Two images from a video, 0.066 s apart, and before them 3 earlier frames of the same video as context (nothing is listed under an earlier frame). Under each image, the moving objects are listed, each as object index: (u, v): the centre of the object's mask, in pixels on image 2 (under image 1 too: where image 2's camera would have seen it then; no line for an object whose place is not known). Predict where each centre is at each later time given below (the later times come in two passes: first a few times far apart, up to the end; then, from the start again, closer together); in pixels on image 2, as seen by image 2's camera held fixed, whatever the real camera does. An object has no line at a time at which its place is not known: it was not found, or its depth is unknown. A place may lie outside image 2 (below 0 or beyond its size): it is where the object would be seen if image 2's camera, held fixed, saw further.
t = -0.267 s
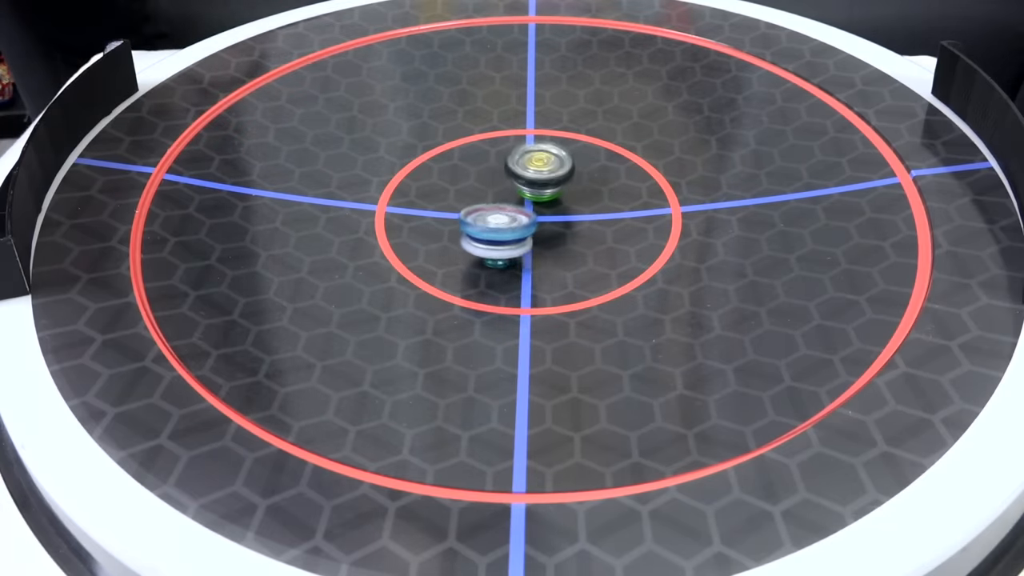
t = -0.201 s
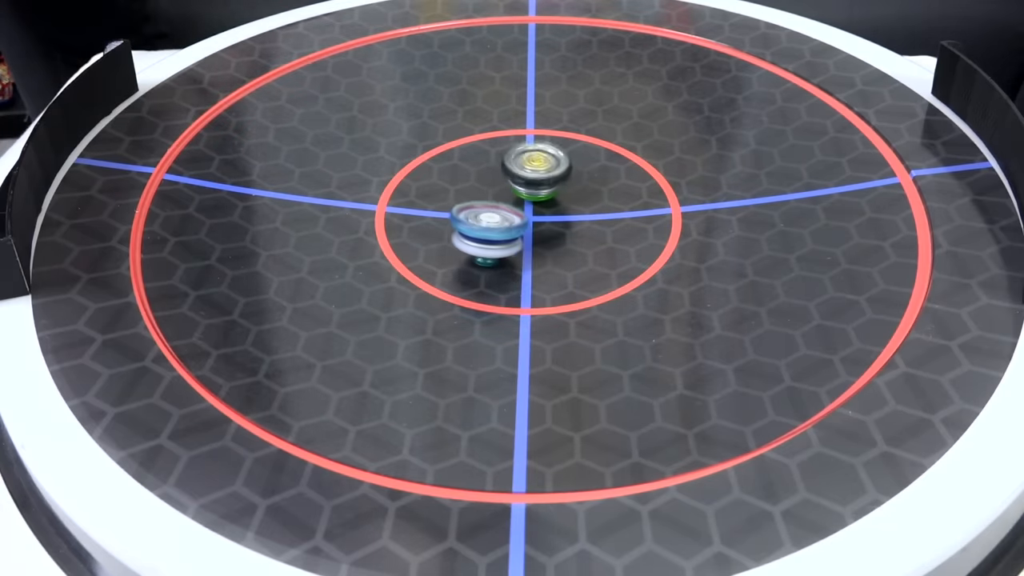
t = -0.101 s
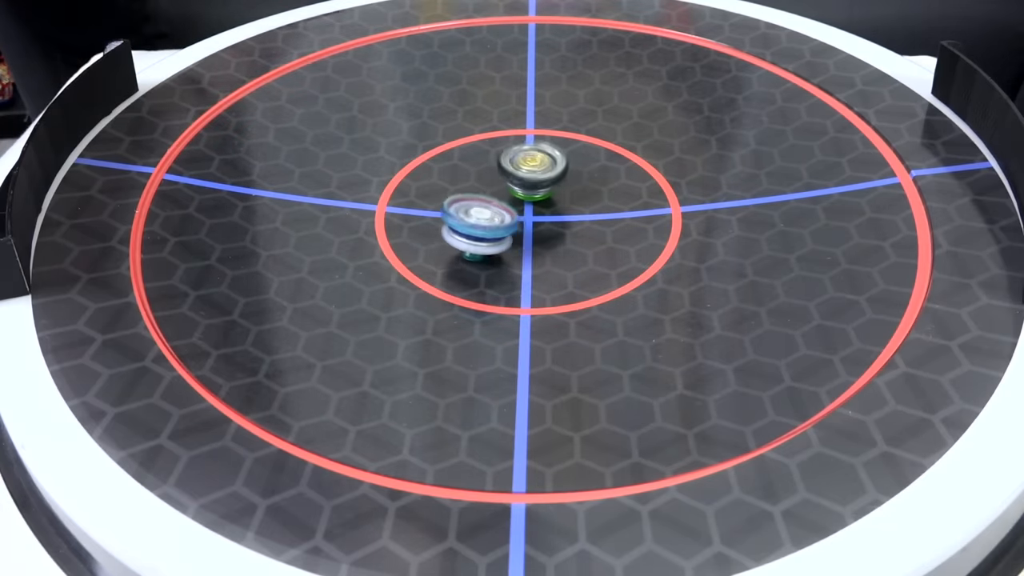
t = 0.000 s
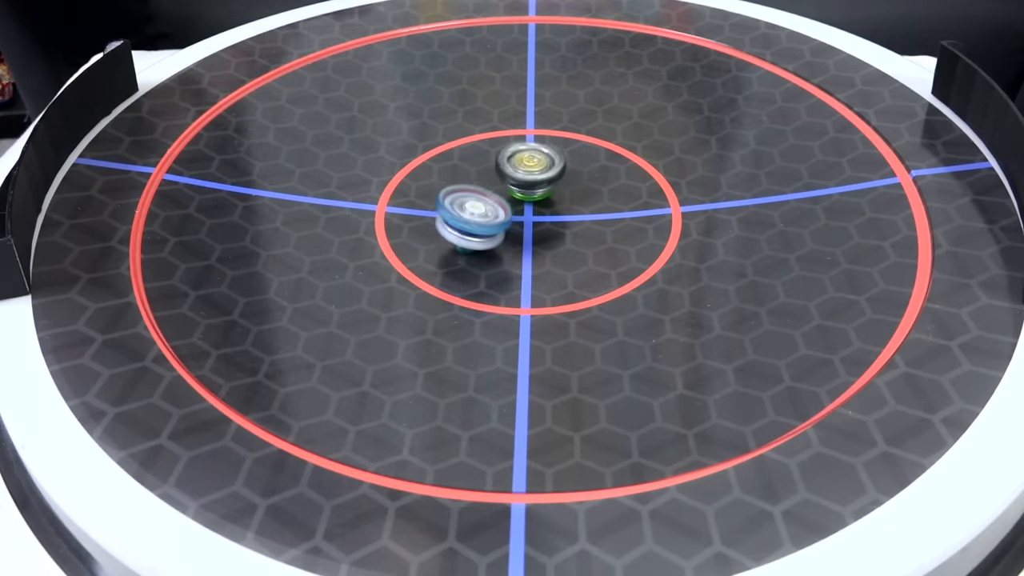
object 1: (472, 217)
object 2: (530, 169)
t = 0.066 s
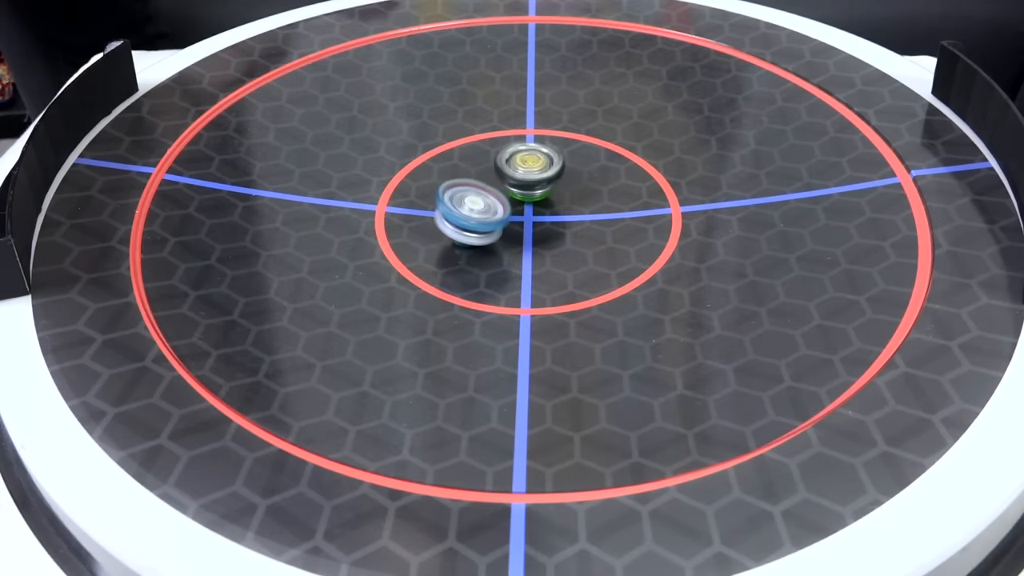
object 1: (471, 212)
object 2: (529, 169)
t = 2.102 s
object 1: (493, 191)
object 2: (573, 183)
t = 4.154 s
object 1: (492, 216)
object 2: (559, 173)
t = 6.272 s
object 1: (516, 211)
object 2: (547, 167)
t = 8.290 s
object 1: (517, 211)
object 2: (545, 165)
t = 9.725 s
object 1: (514, 213)
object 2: (545, 167)
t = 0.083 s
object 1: (471, 210)
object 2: (529, 169)
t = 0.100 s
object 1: (471, 209)
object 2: (529, 169)
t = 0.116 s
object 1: (472, 207)
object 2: (529, 169)
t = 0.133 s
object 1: (472, 206)
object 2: (529, 169)
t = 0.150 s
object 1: (473, 204)
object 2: (530, 169)
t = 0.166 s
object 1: (474, 203)
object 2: (530, 169)
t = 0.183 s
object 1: (475, 202)
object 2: (530, 169)
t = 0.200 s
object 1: (477, 201)
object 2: (531, 169)
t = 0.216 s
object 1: (476, 200)
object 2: (532, 169)
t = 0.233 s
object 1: (475, 200)
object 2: (533, 169)
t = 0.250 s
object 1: (473, 199)
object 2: (535, 169)
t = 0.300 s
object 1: (470, 198)
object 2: (539, 167)
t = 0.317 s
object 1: (471, 198)
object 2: (542, 166)
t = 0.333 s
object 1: (471, 197)
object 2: (542, 166)
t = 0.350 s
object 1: (473, 196)
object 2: (543, 166)
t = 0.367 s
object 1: (474, 196)
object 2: (544, 166)
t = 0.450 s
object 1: (483, 193)
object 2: (549, 167)
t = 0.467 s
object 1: (485, 193)
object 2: (549, 168)
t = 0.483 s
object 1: (487, 192)
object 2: (550, 168)
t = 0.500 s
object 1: (489, 192)
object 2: (552, 167)
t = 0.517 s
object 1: (489, 192)
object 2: (553, 168)
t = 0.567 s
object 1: (493, 192)
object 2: (557, 169)
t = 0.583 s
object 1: (495, 192)
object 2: (558, 169)
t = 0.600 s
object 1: (496, 192)
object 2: (560, 169)
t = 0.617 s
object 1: (498, 193)
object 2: (561, 169)
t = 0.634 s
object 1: (499, 193)
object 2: (561, 170)
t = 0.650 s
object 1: (500, 193)
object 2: (563, 170)
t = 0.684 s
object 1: (500, 194)
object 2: (564, 171)
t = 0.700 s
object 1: (501, 195)
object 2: (565, 171)
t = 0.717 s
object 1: (502, 195)
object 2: (565, 171)
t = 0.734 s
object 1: (503, 196)
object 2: (566, 172)
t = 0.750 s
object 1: (504, 197)
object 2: (566, 173)
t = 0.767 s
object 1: (505, 197)
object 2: (567, 173)
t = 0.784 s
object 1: (505, 198)
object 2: (567, 174)
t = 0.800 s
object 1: (504, 198)
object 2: (568, 175)
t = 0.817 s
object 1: (503, 200)
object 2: (569, 175)
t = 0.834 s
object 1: (501, 201)
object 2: (571, 176)
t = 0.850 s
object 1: (500, 202)
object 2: (571, 177)
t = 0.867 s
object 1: (499, 203)
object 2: (571, 177)
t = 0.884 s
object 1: (498, 204)
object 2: (571, 177)
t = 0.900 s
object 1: (497, 205)
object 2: (571, 179)
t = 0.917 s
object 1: (497, 206)
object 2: (571, 179)
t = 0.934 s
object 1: (497, 206)
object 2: (570, 179)
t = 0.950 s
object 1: (496, 207)
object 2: (569, 181)
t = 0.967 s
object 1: (496, 207)
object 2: (569, 181)
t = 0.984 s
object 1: (495, 208)
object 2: (567, 182)
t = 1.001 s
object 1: (495, 208)
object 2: (566, 184)
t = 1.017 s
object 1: (495, 208)
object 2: (566, 184)
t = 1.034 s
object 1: (494, 209)
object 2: (564, 184)
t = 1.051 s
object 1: (494, 209)
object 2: (563, 186)
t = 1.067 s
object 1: (493, 209)
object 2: (562, 186)
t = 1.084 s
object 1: (493, 209)
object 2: (560, 187)
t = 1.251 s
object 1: (461, 211)
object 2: (560, 186)
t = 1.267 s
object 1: (460, 210)
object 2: (559, 186)
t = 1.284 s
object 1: (458, 210)
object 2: (558, 187)
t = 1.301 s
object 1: (457, 209)
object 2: (558, 186)
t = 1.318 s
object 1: (455, 208)
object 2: (556, 186)
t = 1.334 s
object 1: (454, 208)
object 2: (555, 187)
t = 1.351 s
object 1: (453, 207)
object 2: (555, 186)
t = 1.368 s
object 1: (452, 206)
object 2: (554, 186)
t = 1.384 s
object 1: (452, 205)
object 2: (553, 186)
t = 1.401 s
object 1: (451, 204)
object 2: (553, 186)
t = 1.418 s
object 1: (450, 203)
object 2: (551, 186)
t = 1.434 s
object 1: (450, 202)
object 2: (551, 186)
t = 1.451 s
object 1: (450, 201)
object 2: (551, 185)
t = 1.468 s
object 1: (451, 200)
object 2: (549, 185)
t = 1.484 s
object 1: (451, 199)
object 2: (549, 185)
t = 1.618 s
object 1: (458, 191)
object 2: (544, 183)
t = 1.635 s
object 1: (460, 191)
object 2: (544, 182)
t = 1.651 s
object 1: (461, 190)
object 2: (542, 182)
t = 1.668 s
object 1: (463, 189)
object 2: (543, 182)
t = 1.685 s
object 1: (465, 189)
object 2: (542, 181)
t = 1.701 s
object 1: (467, 188)
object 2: (542, 182)
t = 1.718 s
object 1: (468, 188)
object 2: (542, 181)
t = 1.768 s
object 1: (464, 186)
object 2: (553, 179)
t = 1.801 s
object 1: (464, 185)
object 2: (557, 178)
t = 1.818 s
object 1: (466, 185)
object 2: (560, 177)
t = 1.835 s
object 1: (467, 184)
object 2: (560, 178)
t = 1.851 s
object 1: (469, 185)
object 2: (562, 178)
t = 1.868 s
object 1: (471, 185)
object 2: (563, 177)
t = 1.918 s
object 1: (475, 185)
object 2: (566, 178)
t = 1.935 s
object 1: (477, 186)
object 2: (567, 178)
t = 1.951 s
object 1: (479, 186)
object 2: (568, 177)
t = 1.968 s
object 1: (480, 186)
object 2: (569, 178)
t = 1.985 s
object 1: (482, 187)
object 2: (570, 179)
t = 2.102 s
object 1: (493, 191)
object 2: (573, 183)
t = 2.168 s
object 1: (499, 194)
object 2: (574, 185)
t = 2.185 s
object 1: (500, 195)
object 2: (573, 186)
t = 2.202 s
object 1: (501, 196)
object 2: (574, 186)
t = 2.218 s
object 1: (501, 197)
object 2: (576, 186)
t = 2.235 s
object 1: (497, 198)
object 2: (579, 188)
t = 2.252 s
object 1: (494, 199)
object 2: (583, 187)
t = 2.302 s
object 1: (490, 202)
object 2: (587, 188)
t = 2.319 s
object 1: (490, 202)
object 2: (587, 189)
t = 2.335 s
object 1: (489, 203)
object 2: (589, 189)
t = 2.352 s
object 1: (489, 204)
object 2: (587, 190)
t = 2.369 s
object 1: (488, 205)
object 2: (588, 190)
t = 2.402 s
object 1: (488, 206)
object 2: (587, 191)
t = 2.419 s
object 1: (487, 207)
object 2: (587, 191)
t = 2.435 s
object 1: (487, 207)
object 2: (586, 191)
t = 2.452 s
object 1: (486, 208)
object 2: (586, 193)
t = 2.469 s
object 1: (485, 208)
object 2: (585, 193)
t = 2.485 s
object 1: (484, 209)
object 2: (584, 193)
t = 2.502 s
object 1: (484, 209)
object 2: (584, 193)
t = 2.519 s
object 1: (483, 209)
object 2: (582, 194)
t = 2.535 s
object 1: (482, 210)
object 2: (581, 195)
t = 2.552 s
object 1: (481, 210)
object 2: (580, 194)
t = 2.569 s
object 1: (480, 210)
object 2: (578, 195)
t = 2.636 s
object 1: (478, 210)
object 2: (574, 195)
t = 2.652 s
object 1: (477, 209)
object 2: (571, 195)
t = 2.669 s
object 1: (476, 209)
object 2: (571, 195)
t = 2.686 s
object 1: (476, 209)
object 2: (568, 195)
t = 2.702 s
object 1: (476, 208)
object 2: (568, 195)
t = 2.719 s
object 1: (475, 208)
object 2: (566, 194)
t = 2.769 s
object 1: (475, 207)
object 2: (562, 194)
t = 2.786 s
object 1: (475, 206)
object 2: (561, 193)
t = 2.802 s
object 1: (475, 205)
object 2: (559, 193)
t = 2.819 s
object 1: (475, 205)
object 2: (557, 192)
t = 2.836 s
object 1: (476, 204)
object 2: (558, 192)
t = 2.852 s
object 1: (476, 204)
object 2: (555, 191)
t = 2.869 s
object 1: (477, 204)
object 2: (555, 190)
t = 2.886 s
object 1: (477, 203)
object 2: (554, 189)
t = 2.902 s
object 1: (478, 203)
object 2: (553, 189)
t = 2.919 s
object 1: (479, 203)
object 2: (553, 188)
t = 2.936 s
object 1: (480, 202)
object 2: (551, 187)
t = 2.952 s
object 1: (481, 202)
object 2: (551, 187)
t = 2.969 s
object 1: (481, 201)
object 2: (551, 185)
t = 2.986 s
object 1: (480, 201)
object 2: (551, 184)
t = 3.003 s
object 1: (480, 201)
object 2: (553, 183)
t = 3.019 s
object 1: (481, 200)
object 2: (552, 182)
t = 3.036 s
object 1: (481, 200)
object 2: (554, 181)
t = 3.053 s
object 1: (482, 200)
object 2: (554, 180)
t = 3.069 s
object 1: (483, 200)
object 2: (554, 180)
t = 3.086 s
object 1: (484, 200)
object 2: (555, 178)
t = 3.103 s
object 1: (485, 200)
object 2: (555, 178)
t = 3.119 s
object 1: (486, 200)
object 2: (557, 177)
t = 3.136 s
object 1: (487, 200)
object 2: (557, 176)
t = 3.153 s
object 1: (488, 200)
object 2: (558, 176)
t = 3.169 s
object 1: (488, 200)
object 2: (559, 175)
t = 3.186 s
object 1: (490, 200)
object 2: (559, 175)
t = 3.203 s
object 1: (491, 200)
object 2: (561, 174)
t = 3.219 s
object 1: (491, 200)
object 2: (562, 173)
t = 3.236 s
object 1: (493, 200)
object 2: (563, 173)
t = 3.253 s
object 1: (494, 201)
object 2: (564, 172)
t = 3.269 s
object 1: (495, 201)
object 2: (564, 173)
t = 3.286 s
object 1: (497, 201)
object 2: (566, 172)
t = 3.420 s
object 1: (505, 204)
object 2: (572, 174)
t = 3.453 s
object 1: (507, 205)
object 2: (573, 175)
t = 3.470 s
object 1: (507, 206)
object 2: (573, 176)
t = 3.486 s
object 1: (508, 206)
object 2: (574, 176)
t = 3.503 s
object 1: (509, 207)
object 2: (573, 177)
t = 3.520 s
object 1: (510, 207)
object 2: (574, 177)
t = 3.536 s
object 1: (511, 208)
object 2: (574, 178)
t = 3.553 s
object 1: (511, 209)
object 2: (573, 179)
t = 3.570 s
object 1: (512, 209)
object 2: (574, 179)
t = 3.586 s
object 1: (512, 210)
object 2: (573, 180)
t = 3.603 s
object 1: (513, 210)
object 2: (573, 180)
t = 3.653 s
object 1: (514, 212)
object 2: (571, 181)
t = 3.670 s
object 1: (514, 212)
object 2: (570, 182)
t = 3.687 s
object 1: (514, 213)
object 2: (571, 182)
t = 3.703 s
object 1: (514, 214)
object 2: (569, 183)
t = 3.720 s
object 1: (515, 214)
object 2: (569, 183)
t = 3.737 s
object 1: (515, 215)
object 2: (567, 182)
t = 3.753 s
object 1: (514, 215)
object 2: (566, 183)
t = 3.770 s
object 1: (514, 215)
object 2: (566, 183)
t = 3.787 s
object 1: (513, 216)
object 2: (564, 183)
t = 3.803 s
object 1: (512, 216)
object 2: (564, 183)
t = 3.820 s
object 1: (512, 217)
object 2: (562, 183)
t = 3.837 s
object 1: (511, 217)
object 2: (562, 183)
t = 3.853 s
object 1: (508, 219)
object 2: (562, 183)
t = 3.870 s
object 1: (507, 220)
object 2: (562, 182)
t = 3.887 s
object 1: (506, 221)
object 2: (562, 182)
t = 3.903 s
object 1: (504, 221)
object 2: (561, 181)
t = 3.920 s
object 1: (502, 222)
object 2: (561, 180)
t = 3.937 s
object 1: (501, 222)
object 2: (559, 180)
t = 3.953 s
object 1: (500, 222)
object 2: (560, 180)
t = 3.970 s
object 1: (499, 222)
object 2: (558, 178)
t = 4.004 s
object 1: (497, 221)
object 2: (559, 178)
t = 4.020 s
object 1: (496, 221)
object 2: (558, 178)
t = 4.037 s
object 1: (495, 221)
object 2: (559, 177)
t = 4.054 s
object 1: (495, 220)
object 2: (557, 176)
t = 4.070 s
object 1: (494, 220)
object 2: (559, 176)
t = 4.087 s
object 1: (493, 219)
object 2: (558, 175)
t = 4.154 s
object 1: (492, 216)
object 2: (559, 173)
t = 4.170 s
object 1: (492, 215)
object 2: (558, 174)
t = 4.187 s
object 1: (492, 214)
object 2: (560, 173)
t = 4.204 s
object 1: (492, 214)
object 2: (559, 173)
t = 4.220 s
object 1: (493, 213)
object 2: (560, 172)
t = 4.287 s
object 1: (495, 210)
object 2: (560, 172)
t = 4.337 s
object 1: (498, 208)
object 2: (562, 172)
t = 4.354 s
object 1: (499, 207)
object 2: (561, 172)
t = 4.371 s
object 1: (500, 206)
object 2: (562, 172)
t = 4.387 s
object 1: (502, 206)
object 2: (561, 172)
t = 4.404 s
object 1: (503, 205)
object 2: (561, 173)
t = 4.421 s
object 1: (504, 205)
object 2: (562, 171)
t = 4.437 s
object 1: (506, 204)
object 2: (562, 172)
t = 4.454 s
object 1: (508, 204)
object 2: (563, 171)
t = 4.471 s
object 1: (509, 204)
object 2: (563, 172)
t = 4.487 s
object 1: (511, 204)
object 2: (564, 171)
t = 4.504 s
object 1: (513, 203)
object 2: (564, 171)
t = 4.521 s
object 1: (512, 203)
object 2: (564, 172)
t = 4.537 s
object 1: (513, 203)
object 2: (565, 171)
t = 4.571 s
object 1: (511, 204)
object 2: (565, 171)
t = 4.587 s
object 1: (511, 205)
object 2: (565, 172)
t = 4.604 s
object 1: (510, 205)
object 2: (566, 171)
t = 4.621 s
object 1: (511, 205)
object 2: (565, 172)
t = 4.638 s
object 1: (512, 206)
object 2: (566, 171)
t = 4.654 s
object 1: (513, 206)
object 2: (565, 172)
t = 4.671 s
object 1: (513, 207)
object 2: (566, 171)
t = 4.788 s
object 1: (514, 210)
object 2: (563, 172)
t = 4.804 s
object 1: (515, 211)
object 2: (562, 173)
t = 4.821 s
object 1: (515, 211)
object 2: (563, 172)
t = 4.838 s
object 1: (514, 211)
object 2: (561, 173)
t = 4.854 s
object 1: (514, 212)
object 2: (562, 172)
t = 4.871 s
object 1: (514, 212)
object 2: (560, 173)
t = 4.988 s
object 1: (513, 214)
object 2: (556, 173)
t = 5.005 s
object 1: (513, 213)
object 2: (556, 172)
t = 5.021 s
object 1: (512, 214)
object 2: (554, 173)
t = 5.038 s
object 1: (512, 213)
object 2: (555, 172)
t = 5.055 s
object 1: (512, 213)
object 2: (553, 172)
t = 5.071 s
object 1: (512, 213)
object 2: (553, 171)
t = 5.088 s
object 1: (512, 213)
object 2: (551, 172)
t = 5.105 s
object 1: (512, 213)
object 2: (552, 171)
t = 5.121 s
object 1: (512, 213)
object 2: (550, 171)
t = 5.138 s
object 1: (511, 212)
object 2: (551, 170)
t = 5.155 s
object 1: (512, 212)
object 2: (549, 170)
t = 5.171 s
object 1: (511, 212)
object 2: (550, 170)
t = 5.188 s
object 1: (511, 211)
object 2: (548, 169)
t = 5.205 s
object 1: (512, 211)
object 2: (549, 169)
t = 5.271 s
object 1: (513, 209)
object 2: (547, 168)
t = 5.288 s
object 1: (514, 209)
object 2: (548, 167)
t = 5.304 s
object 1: (514, 209)
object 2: (546, 167)
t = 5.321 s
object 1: (515, 208)
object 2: (547, 166)
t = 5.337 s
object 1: (515, 208)
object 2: (546, 166)
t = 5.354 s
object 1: (516, 208)
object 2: (547, 165)
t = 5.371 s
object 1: (517, 208)
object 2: (546, 165)
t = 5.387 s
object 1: (517, 208)
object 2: (546, 164)
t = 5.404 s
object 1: (518, 207)
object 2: (545, 164)
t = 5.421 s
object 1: (519, 207)
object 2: (546, 163)
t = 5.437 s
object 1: (519, 207)
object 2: (545, 163)
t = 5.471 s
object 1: (520, 207)
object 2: (546, 162)
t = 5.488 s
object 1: (520, 207)
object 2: (547, 162)
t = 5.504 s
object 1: (521, 207)
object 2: (546, 161)
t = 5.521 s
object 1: (521, 207)
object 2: (547, 161)
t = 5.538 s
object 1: (521, 207)
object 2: (548, 161)
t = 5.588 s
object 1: (522, 208)
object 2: (548, 161)
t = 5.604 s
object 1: (522, 208)
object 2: (550, 161)
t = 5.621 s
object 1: (523, 209)
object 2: (548, 161)
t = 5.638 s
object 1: (523, 209)
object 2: (550, 161)
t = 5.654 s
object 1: (523, 210)
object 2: (548, 162)
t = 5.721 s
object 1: (523, 211)
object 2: (551, 163)
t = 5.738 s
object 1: (523, 211)
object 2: (552, 163)
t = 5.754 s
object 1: (524, 211)
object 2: (551, 163)
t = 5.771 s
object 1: (523, 211)
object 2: (553, 164)
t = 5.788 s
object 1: (523, 212)
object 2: (552, 164)
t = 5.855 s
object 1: (523, 212)
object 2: (553, 165)
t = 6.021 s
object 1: (521, 211)
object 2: (551, 168)
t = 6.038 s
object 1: (520, 211)
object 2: (551, 169)
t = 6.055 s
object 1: (519, 212)
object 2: (552, 169)
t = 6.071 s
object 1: (518, 213)
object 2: (551, 169)
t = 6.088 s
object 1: (518, 213)
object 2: (552, 168)
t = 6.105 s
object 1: (517, 213)
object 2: (550, 169)
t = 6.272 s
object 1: (516, 211)
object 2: (547, 167)
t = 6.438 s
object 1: (520, 209)
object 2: (547, 165)
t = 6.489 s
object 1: (518, 210)
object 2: (550, 164)
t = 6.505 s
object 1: (517, 211)
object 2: (548, 165)
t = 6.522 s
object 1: (515, 211)
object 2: (550, 164)
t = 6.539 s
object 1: (516, 211)
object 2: (548, 165)
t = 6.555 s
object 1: (516, 211)
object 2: (550, 164)
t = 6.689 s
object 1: (519, 211)
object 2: (551, 164)
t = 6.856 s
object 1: (521, 211)
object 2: (549, 166)
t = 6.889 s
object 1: (521, 211)
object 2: (549, 166)
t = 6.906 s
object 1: (521, 211)
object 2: (548, 167)
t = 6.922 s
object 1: (522, 211)
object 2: (547, 166)
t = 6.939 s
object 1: (522, 211)
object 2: (547, 167)
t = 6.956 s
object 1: (523, 211)
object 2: (547, 166)
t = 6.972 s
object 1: (523, 211)
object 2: (546, 167)
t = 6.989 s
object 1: (523, 211)
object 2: (545, 166)
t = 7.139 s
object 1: (520, 213)
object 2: (542, 165)
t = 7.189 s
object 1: (520, 213)
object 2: (539, 165)
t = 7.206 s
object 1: (520, 213)
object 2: (541, 165)
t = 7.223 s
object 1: (521, 214)
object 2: (538, 164)
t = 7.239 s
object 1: (520, 214)
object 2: (540, 164)
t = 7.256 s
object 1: (519, 214)
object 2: (539, 165)
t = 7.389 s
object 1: (519, 212)
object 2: (542, 163)
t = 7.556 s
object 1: (522, 210)
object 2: (544, 163)
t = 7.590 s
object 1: (523, 210)
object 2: (545, 163)
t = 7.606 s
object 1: (523, 210)
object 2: (544, 164)
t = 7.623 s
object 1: (522, 210)
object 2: (546, 163)
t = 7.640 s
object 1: (523, 210)
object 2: (544, 164)
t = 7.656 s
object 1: (523, 210)
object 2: (546, 164)
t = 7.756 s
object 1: (523, 212)
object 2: (542, 164)
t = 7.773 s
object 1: (523, 212)
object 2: (543, 164)
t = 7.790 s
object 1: (524, 212)
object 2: (542, 165)
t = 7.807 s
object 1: (523, 212)
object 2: (544, 165)
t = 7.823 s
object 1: (523, 213)
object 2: (542, 166)
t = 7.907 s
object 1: (523, 214)
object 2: (542, 166)
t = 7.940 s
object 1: (523, 213)
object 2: (541, 165)
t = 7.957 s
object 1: (523, 213)
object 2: (541, 166)
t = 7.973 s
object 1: (522, 213)
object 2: (540, 167)
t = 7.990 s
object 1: (522, 213)
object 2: (542, 166)
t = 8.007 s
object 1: (521, 213)
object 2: (540, 167)
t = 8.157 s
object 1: (517, 213)
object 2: (542, 166)
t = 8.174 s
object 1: (516, 213)
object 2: (544, 166)
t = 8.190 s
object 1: (515, 212)
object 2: (543, 166)
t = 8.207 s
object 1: (515, 212)
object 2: (546, 166)
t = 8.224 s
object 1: (515, 212)
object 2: (544, 167)
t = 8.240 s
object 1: (516, 212)
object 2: (546, 166)
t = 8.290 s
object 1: (517, 211)
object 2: (545, 165)
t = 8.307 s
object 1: (517, 211)
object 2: (544, 165)
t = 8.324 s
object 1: (517, 211)
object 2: (546, 165)
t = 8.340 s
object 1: (517, 210)
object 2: (544, 166)
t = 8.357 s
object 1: (517, 210)
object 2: (547, 165)
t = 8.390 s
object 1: (518, 210)
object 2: (548, 165)
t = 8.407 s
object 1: (516, 210)
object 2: (548, 166)
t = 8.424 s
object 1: (516, 210)
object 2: (549, 165)
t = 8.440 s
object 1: (515, 210)
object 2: (550, 166)
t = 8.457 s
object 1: (516, 210)
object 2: (549, 167)
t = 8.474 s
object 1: (515, 210)
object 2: (552, 167)
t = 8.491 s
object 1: (516, 209)
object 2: (549, 167)
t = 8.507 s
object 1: (515, 209)
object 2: (551, 167)
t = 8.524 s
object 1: (514, 210)
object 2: (550, 168)
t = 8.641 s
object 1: (514, 212)
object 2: (550, 171)
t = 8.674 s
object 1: (510, 213)
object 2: (551, 171)
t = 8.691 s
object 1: (508, 214)
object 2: (550, 172)
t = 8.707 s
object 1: (507, 215)
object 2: (552, 171)
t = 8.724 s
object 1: (506, 215)
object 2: (550, 172)
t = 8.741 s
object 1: (506, 215)
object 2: (550, 172)
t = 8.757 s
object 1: (506, 214)
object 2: (550, 172)
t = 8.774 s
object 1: (505, 214)
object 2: (548, 173)
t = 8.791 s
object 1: (506, 214)
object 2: (549, 172)
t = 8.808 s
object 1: (506, 214)
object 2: (547, 173)
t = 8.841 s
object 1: (507, 212)
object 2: (548, 172)
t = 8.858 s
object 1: (507, 212)
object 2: (548, 172)
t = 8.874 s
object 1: (507, 212)
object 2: (549, 172)
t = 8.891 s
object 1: (508, 212)
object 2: (548, 172)
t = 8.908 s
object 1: (508, 211)
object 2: (549, 171)
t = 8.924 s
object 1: (508, 211)
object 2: (548, 172)
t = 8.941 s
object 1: (508, 211)
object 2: (548, 171)
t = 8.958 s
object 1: (509, 211)
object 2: (548, 170)
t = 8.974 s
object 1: (509, 210)
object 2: (546, 170)
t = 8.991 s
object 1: (510, 210)
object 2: (548, 169)
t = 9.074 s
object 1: (513, 210)
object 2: (547, 168)
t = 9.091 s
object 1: (513, 210)
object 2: (545, 168)
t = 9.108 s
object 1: (514, 210)
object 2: (546, 167)
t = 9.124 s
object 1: (514, 210)
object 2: (546, 167)
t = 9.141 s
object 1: (515, 211)
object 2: (544, 166)
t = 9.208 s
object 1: (516, 212)
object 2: (544, 166)
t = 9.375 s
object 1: (517, 215)
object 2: (543, 167)
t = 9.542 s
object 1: (518, 215)
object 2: (541, 169)
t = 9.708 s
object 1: (515, 213)
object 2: (543, 168)
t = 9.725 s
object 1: (514, 213)
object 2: (545, 167)
